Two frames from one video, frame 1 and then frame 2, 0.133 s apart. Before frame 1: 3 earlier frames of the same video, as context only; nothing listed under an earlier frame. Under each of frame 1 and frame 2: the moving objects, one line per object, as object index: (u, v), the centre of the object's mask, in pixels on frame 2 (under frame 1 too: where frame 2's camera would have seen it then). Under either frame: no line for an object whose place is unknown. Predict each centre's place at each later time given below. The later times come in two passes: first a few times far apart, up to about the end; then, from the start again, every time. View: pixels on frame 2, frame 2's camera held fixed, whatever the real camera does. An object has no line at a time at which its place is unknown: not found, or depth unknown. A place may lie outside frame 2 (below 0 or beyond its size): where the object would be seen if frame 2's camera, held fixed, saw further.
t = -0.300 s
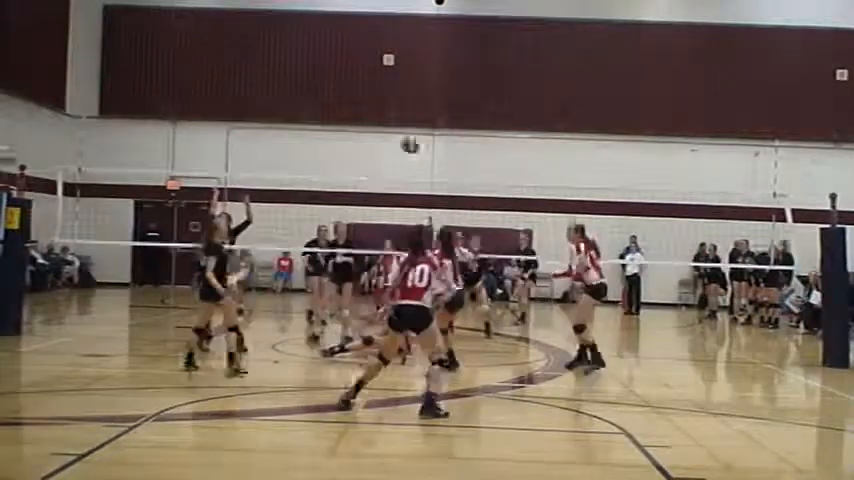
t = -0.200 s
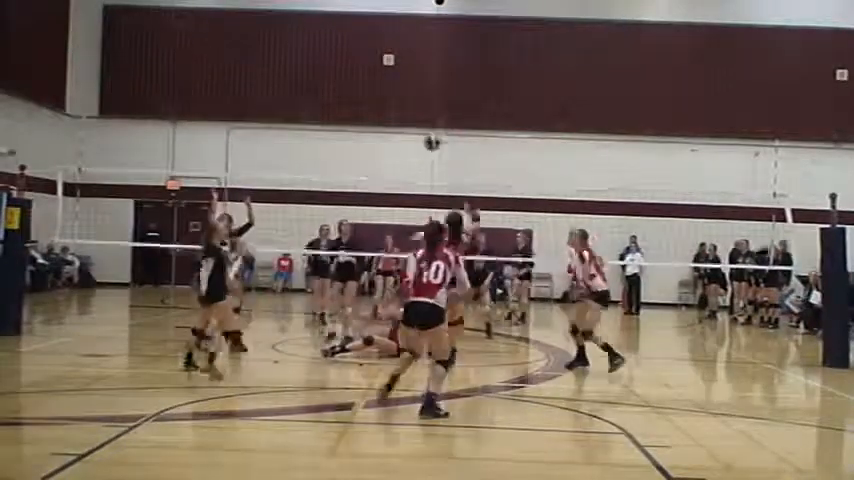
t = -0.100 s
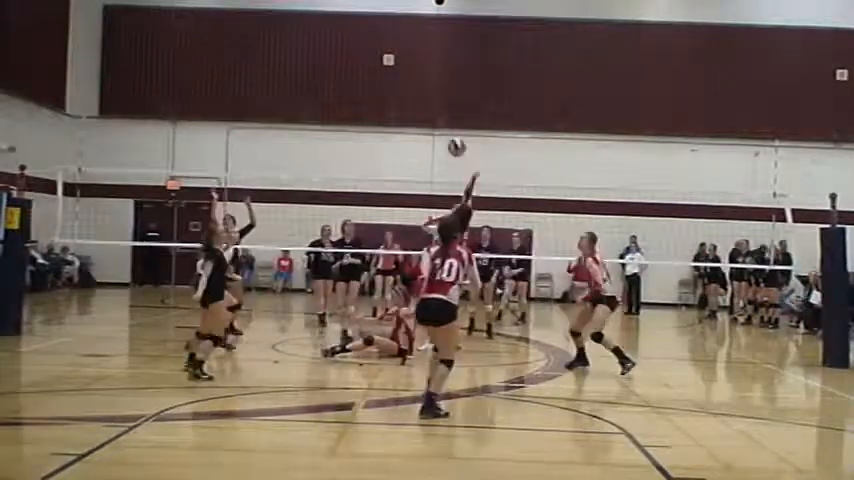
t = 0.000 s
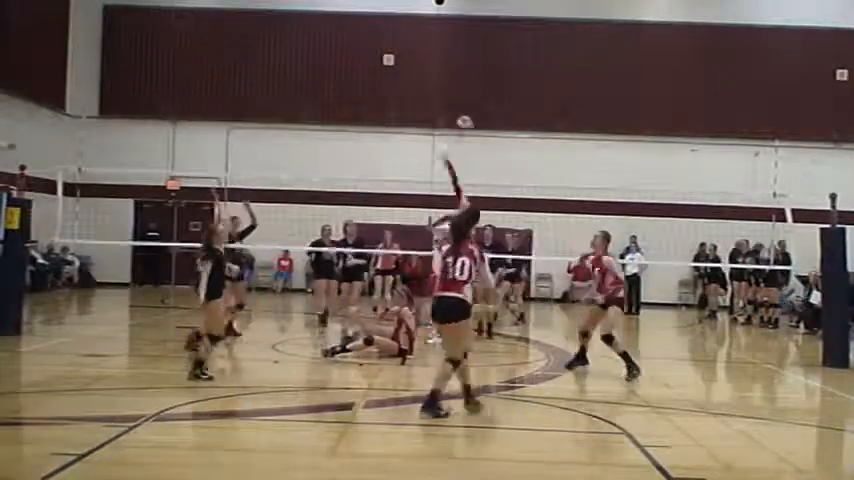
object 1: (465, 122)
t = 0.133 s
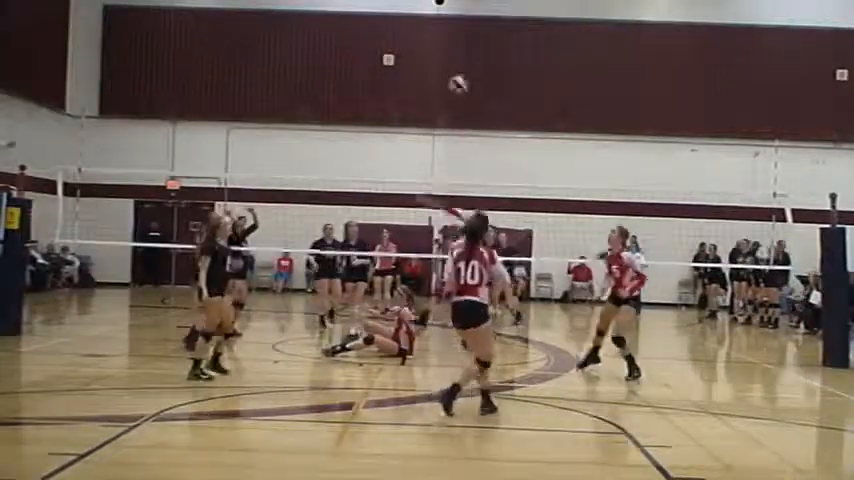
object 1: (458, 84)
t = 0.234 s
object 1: (455, 63)
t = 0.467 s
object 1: (443, 52)
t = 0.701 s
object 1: (433, 84)
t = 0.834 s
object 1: (425, 119)
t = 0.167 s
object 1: (457, 75)
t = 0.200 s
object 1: (456, 69)
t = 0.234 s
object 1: (455, 63)
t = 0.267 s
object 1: (454, 62)
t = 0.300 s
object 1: (451, 55)
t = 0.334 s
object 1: (451, 53)
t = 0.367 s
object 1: (449, 50)
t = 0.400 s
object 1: (448, 52)
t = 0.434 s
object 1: (445, 52)
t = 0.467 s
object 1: (443, 52)
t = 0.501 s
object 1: (442, 54)
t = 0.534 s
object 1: (440, 58)
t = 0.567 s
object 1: (438, 60)
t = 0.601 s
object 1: (436, 64)
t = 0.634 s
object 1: (435, 71)
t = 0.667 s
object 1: (435, 75)
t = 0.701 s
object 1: (433, 84)
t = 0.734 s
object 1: (431, 92)
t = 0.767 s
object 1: (429, 100)
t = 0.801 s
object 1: (428, 110)
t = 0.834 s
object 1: (425, 119)
